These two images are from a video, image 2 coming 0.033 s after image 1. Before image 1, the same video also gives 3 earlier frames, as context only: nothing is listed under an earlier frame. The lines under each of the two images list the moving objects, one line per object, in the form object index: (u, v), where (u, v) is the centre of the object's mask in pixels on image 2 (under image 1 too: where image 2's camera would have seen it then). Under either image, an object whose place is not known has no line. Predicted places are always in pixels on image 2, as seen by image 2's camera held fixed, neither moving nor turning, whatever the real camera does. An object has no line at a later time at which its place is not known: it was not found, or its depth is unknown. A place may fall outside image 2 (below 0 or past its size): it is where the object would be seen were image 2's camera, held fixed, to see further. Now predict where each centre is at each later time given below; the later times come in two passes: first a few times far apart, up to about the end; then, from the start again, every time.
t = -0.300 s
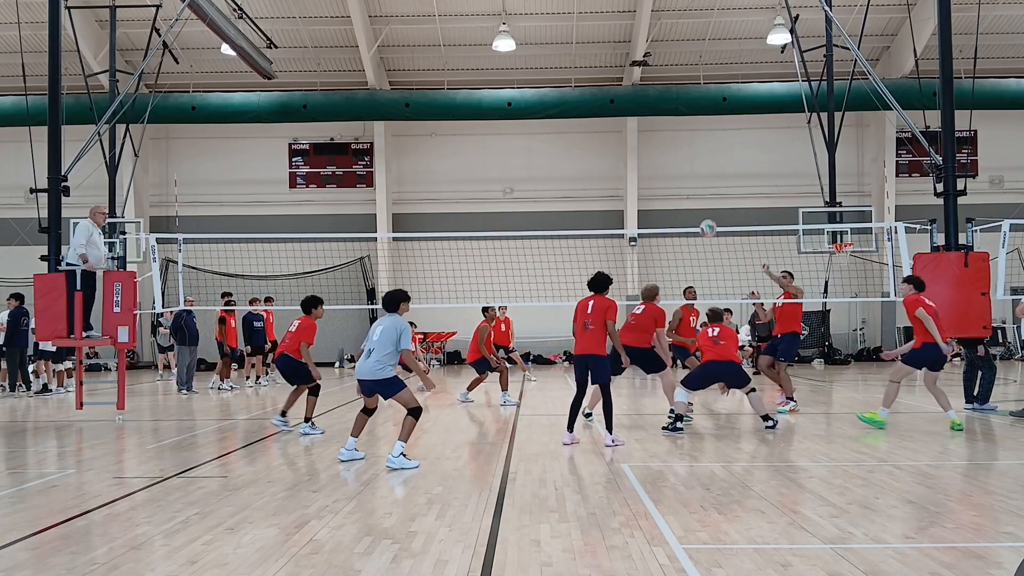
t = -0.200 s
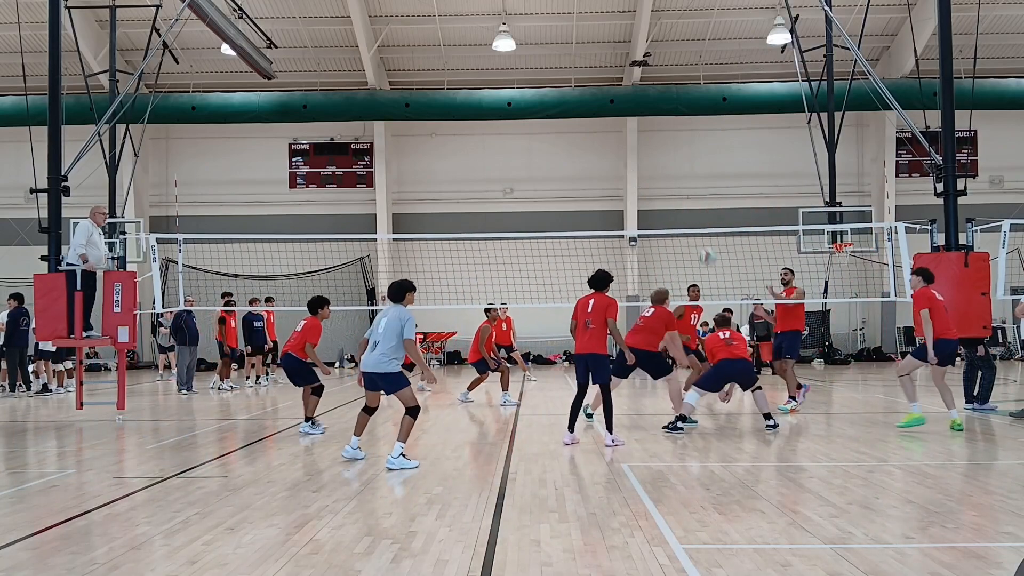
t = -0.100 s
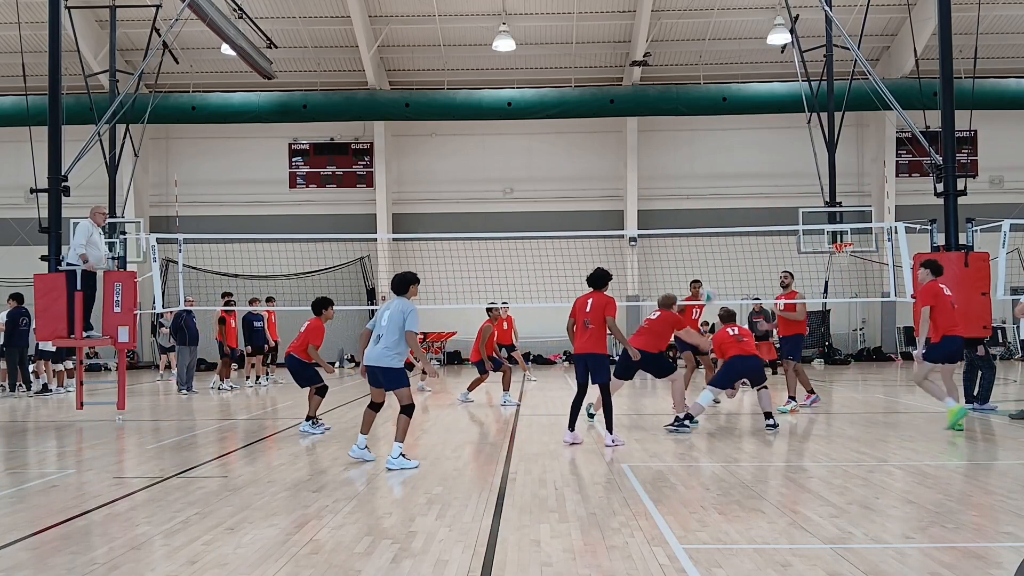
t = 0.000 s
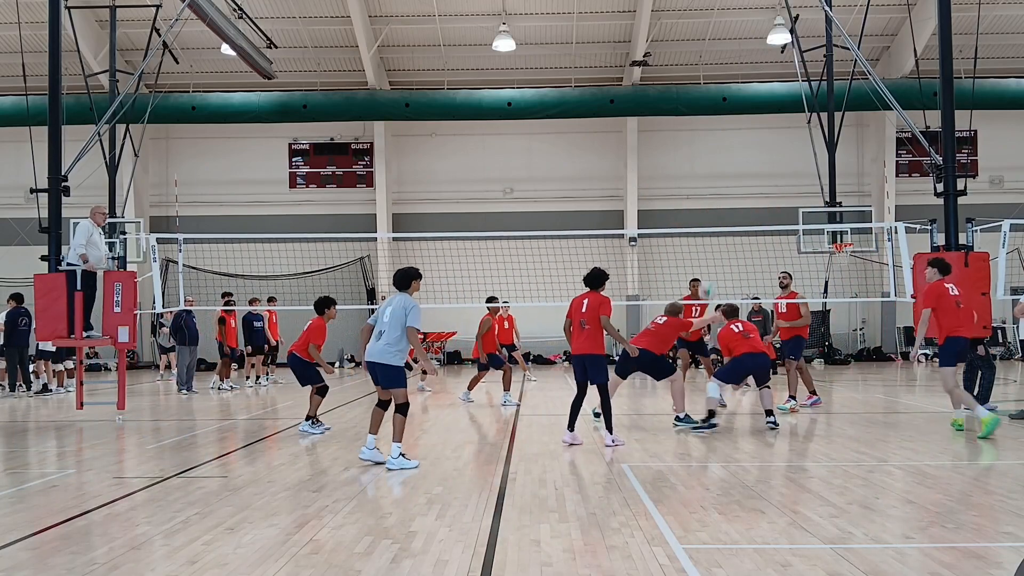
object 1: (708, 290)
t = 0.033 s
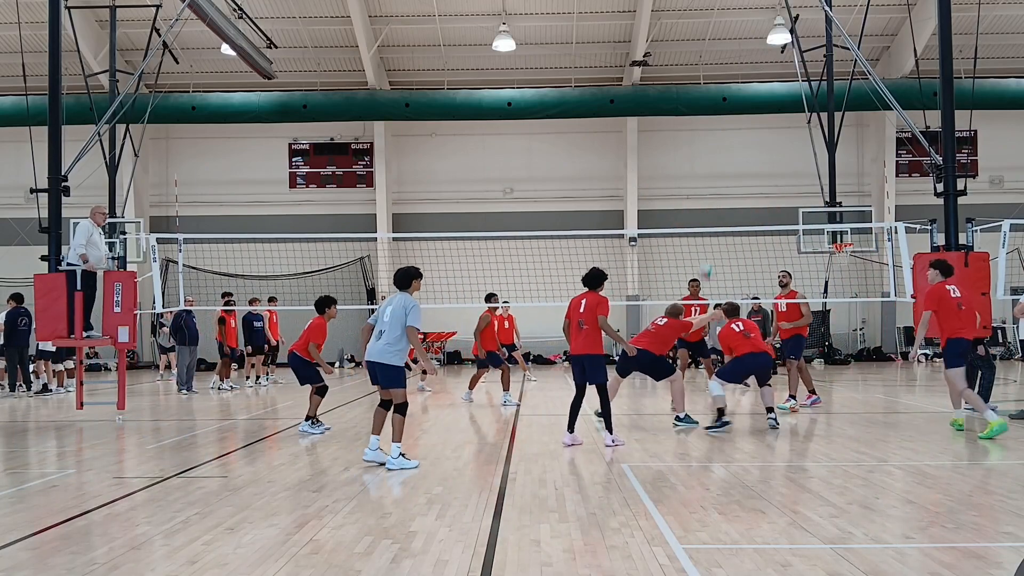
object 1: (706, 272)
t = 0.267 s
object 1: (701, 162)
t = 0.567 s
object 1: (698, 88)
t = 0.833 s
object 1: (695, 82)
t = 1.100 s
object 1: (693, 135)
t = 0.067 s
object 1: (705, 254)
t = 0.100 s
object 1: (704, 236)
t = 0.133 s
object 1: (703, 219)
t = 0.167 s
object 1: (702, 205)
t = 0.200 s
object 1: (701, 189)
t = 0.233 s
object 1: (701, 176)
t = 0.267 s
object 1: (701, 162)
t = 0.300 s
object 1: (701, 150)
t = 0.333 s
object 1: (700, 139)
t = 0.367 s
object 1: (700, 129)
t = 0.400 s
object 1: (700, 120)
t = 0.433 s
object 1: (699, 112)
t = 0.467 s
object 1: (699, 105)
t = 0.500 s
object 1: (698, 98)
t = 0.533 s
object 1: (698, 93)
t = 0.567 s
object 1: (698, 88)
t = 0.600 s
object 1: (697, 84)
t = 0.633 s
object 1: (697, 81)
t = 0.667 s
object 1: (697, 79)
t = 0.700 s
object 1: (697, 78)
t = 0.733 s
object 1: (696, 78)
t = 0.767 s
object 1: (696, 78)
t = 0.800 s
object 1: (695, 80)
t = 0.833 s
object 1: (695, 82)
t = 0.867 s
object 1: (695, 86)
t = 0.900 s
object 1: (694, 90)
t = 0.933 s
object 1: (694, 95)
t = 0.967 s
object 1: (694, 102)
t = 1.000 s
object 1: (694, 108)
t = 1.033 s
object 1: (693, 116)
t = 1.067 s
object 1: (693, 125)
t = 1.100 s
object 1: (693, 135)
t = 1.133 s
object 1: (693, 146)
